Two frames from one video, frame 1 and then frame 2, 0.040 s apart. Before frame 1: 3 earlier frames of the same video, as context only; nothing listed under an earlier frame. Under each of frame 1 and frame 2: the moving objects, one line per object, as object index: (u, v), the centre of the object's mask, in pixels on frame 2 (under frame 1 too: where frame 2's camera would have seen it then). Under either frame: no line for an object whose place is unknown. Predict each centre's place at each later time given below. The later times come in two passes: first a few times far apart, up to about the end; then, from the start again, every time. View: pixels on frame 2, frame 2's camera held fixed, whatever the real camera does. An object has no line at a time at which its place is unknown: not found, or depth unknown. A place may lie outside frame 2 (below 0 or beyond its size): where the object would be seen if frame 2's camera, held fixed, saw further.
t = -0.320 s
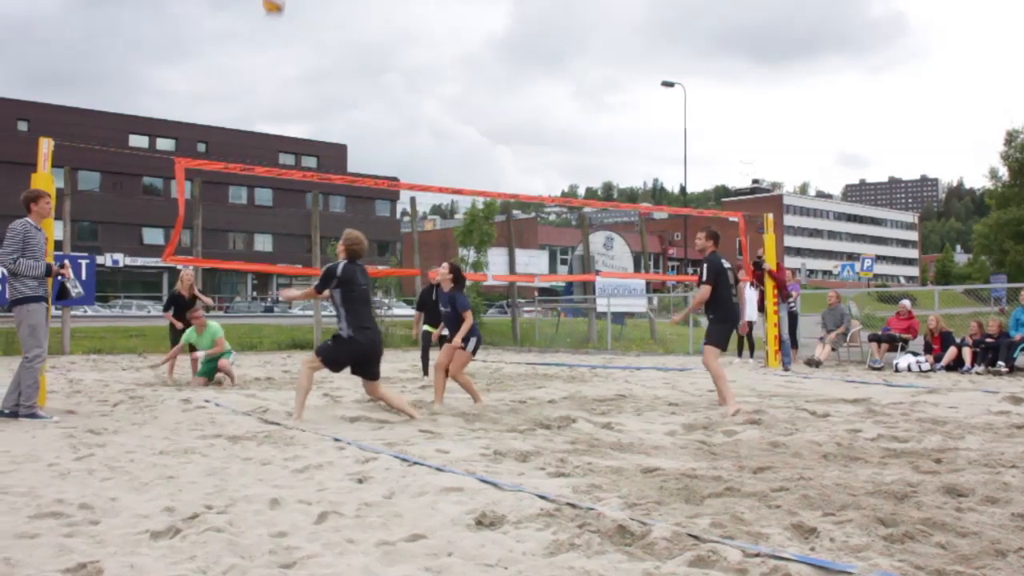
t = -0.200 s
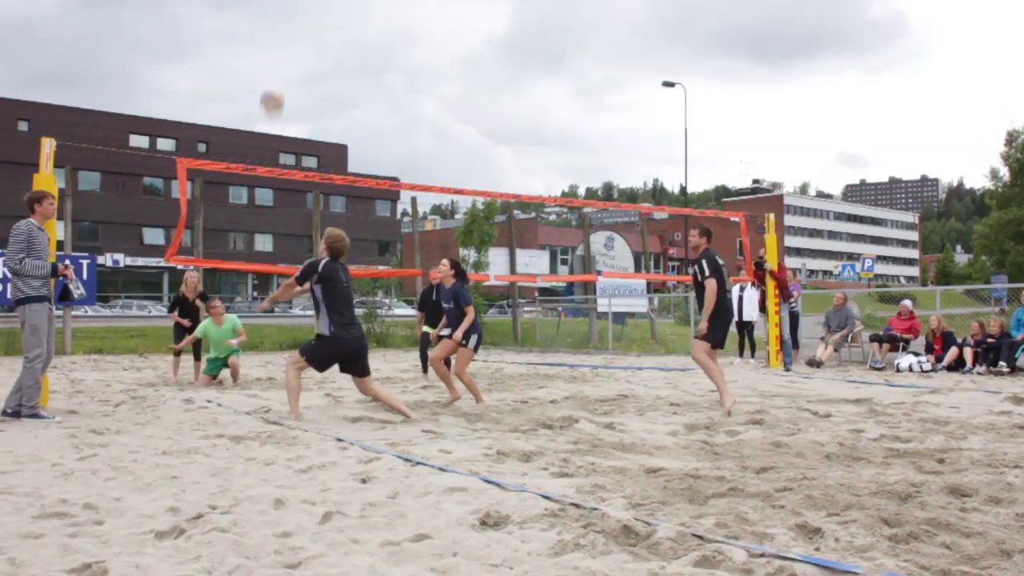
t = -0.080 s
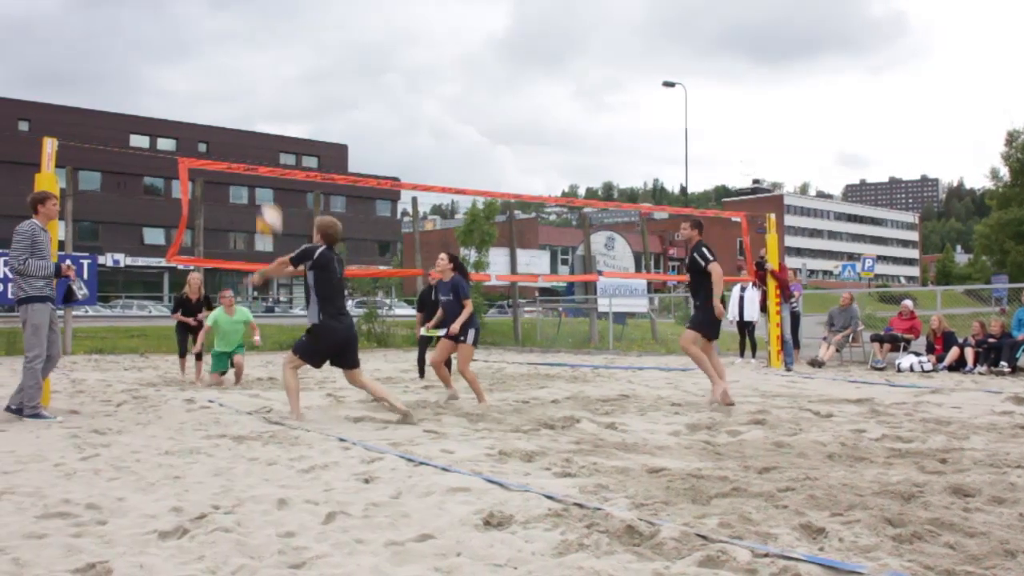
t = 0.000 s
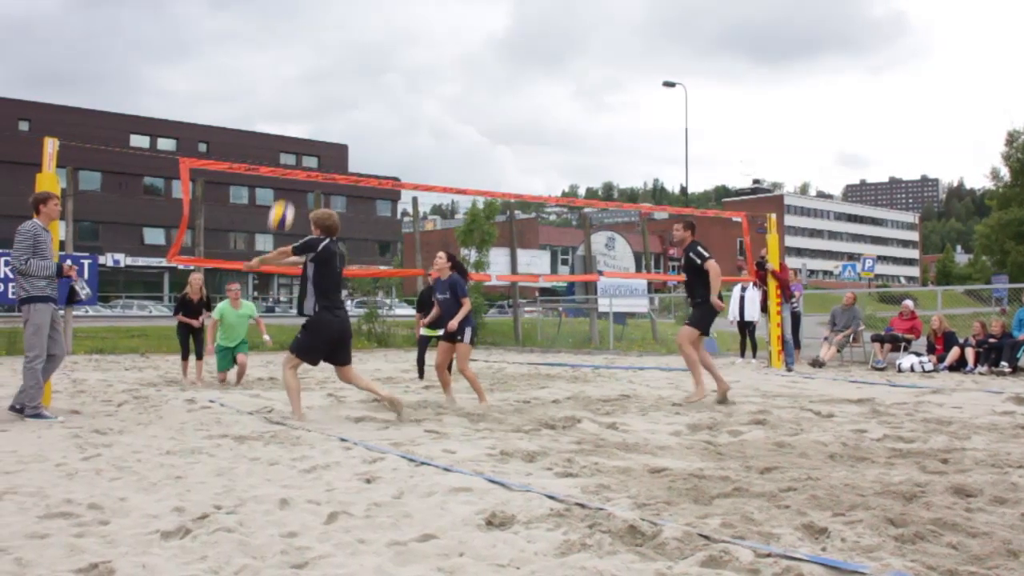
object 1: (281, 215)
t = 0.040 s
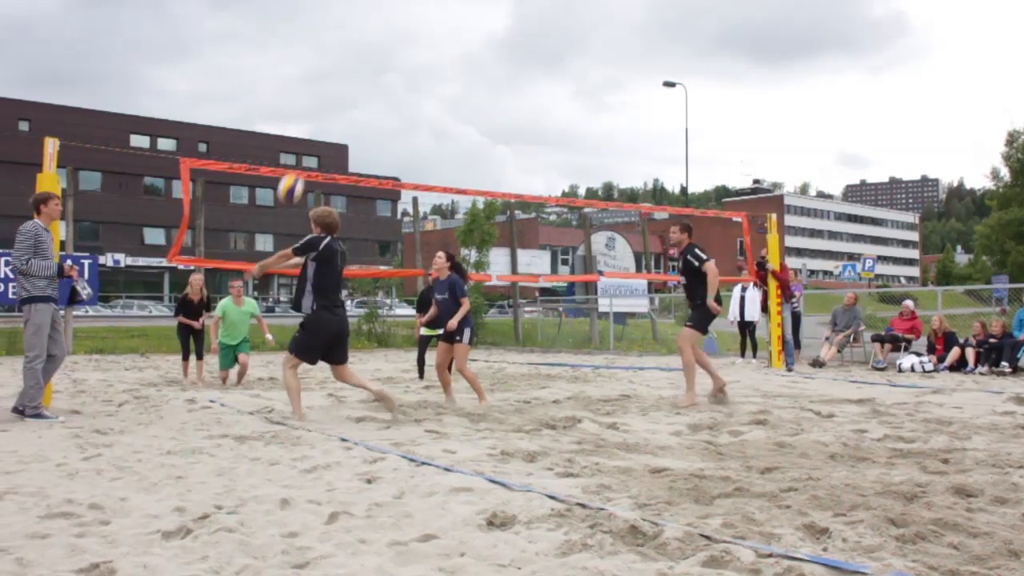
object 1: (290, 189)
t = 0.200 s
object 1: (324, 99)
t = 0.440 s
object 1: (366, 25)
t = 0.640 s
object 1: (395, 8)
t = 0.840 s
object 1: (420, 28)
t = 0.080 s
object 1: (299, 160)
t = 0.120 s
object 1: (307, 141)
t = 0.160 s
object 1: (317, 118)
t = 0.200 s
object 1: (324, 99)
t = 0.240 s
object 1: (331, 81)
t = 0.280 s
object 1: (339, 66)
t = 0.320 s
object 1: (346, 53)
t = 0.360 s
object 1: (352, 43)
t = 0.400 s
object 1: (359, 33)
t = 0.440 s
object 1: (366, 25)
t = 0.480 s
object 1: (371, 19)
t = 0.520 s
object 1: (378, 14)
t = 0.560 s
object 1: (384, 10)
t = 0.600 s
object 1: (389, 9)
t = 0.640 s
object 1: (395, 8)
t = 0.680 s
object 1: (400, 9)
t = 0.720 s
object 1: (405, 12)
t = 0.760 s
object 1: (410, 16)
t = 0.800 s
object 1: (415, 22)
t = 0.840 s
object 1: (420, 28)
